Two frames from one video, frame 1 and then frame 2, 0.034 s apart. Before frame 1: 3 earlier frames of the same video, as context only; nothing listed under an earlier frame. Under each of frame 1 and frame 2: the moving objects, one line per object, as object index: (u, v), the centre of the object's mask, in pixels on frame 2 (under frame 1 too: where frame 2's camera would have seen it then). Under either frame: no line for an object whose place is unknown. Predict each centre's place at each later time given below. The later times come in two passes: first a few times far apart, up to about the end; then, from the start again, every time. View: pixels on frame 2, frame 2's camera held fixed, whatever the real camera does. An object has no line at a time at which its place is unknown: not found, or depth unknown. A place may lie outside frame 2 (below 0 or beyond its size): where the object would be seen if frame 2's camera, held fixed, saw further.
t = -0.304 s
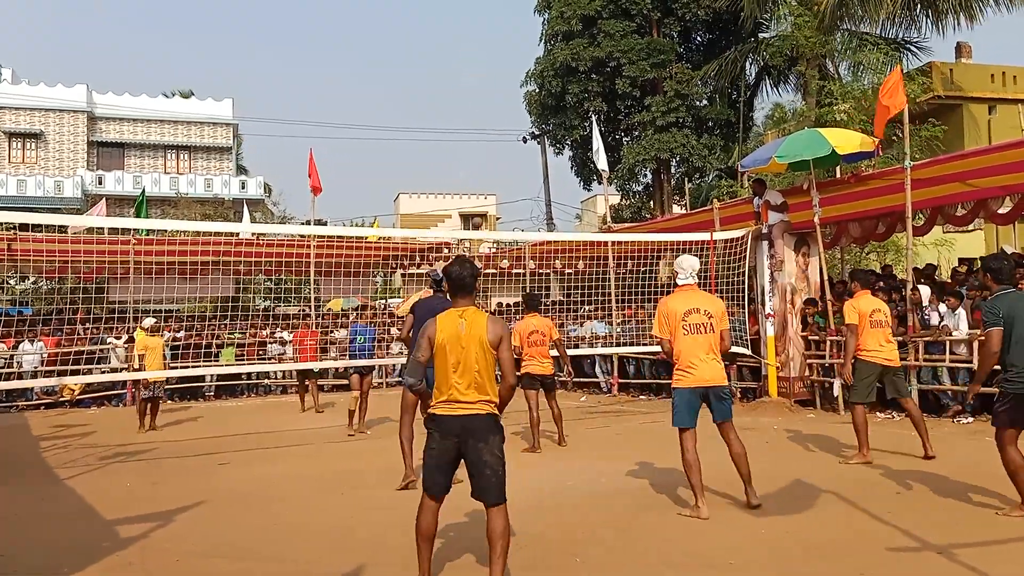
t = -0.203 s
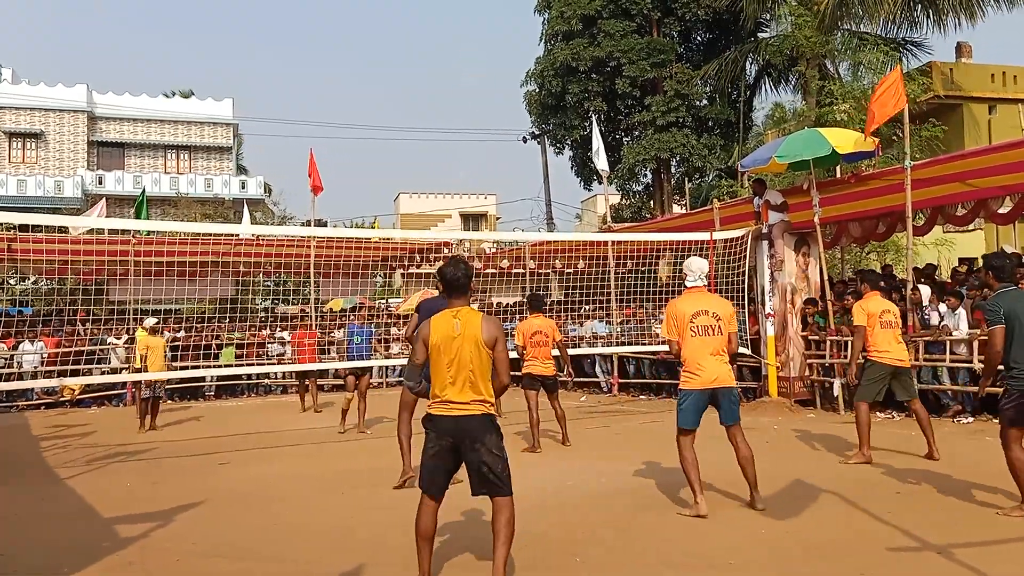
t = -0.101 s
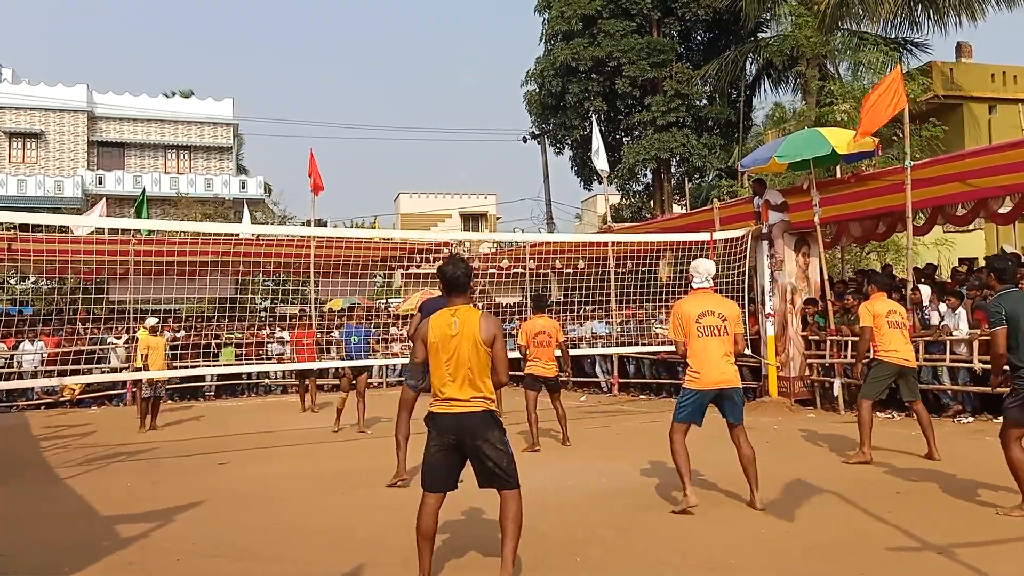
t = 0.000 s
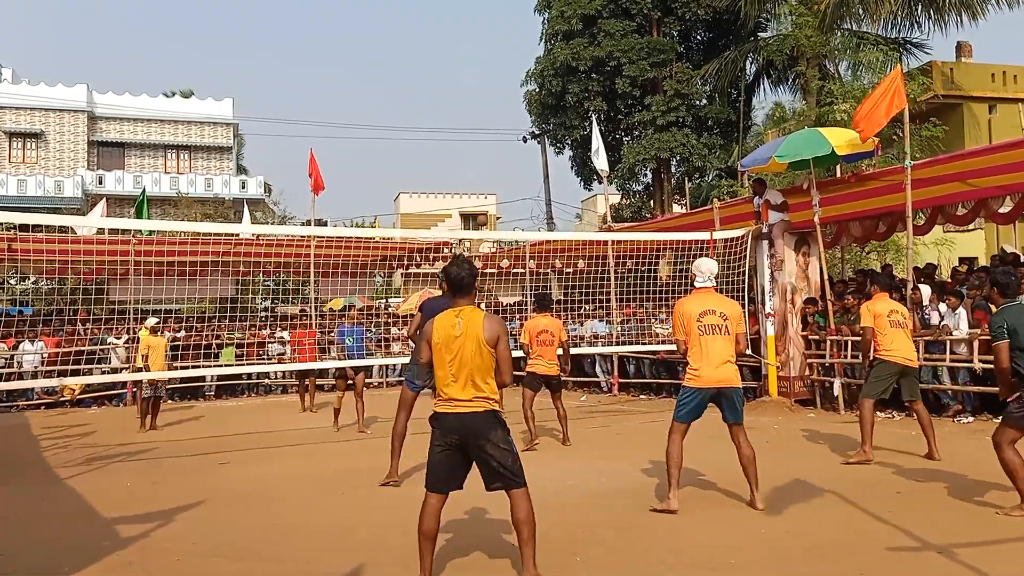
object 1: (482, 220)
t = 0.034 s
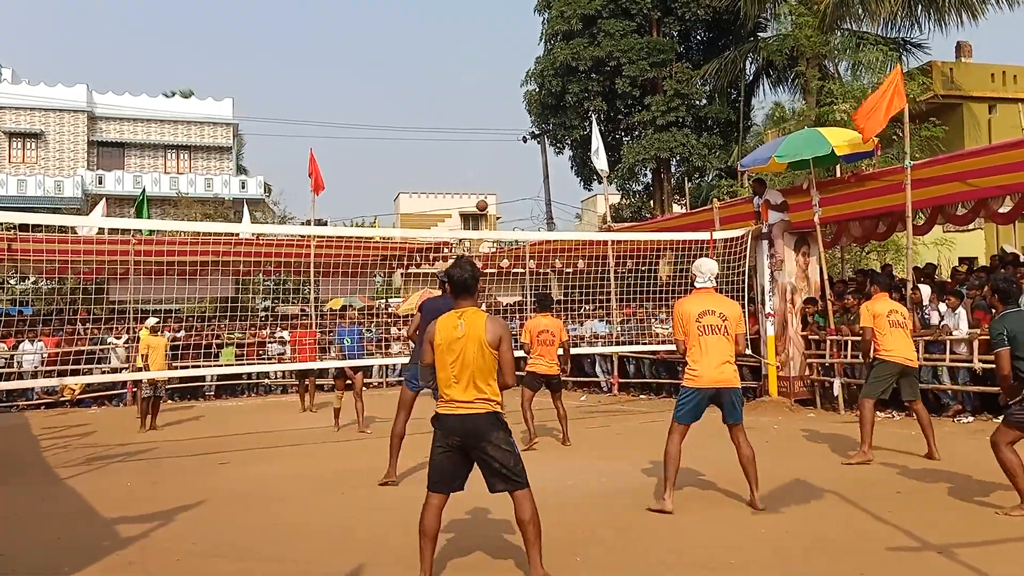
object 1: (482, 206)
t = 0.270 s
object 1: (482, 110)
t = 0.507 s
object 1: (483, 36)
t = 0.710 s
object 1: (485, 4)
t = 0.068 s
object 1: (482, 191)
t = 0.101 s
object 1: (481, 176)
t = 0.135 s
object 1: (481, 162)
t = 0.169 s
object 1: (482, 148)
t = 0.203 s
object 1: (481, 135)
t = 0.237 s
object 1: (482, 122)
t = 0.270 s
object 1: (482, 110)
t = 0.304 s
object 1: (482, 98)
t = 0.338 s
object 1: (482, 86)
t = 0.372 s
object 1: (482, 75)
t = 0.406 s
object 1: (482, 64)
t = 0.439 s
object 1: (482, 54)
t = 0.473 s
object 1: (483, 45)
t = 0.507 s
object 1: (483, 36)
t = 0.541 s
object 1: (483, 28)
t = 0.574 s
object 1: (483, 21)
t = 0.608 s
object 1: (484, 15)
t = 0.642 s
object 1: (484, 9)
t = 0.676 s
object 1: (484, 6)
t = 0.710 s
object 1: (485, 4)
